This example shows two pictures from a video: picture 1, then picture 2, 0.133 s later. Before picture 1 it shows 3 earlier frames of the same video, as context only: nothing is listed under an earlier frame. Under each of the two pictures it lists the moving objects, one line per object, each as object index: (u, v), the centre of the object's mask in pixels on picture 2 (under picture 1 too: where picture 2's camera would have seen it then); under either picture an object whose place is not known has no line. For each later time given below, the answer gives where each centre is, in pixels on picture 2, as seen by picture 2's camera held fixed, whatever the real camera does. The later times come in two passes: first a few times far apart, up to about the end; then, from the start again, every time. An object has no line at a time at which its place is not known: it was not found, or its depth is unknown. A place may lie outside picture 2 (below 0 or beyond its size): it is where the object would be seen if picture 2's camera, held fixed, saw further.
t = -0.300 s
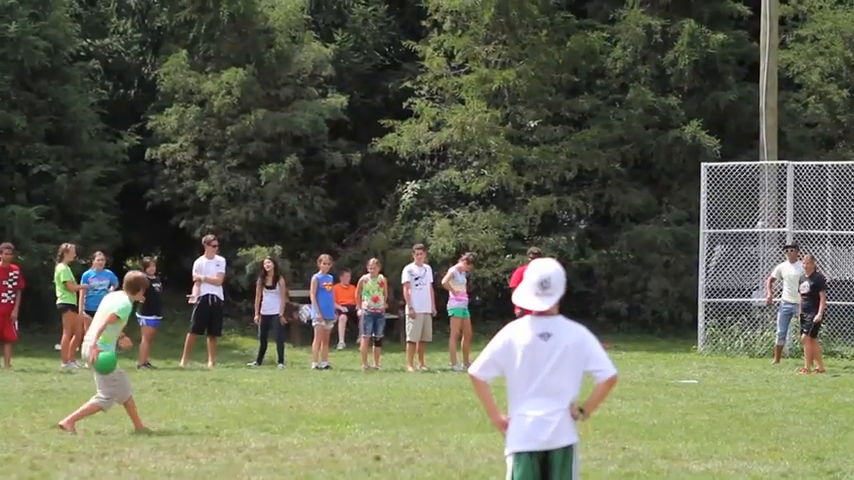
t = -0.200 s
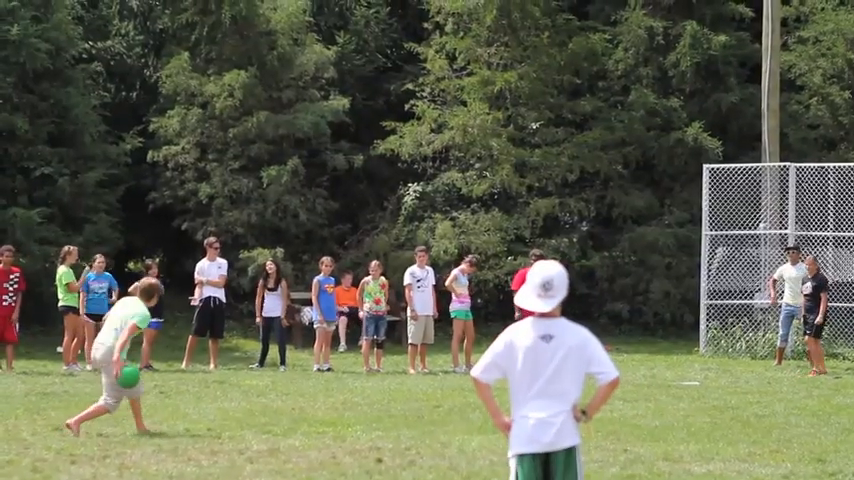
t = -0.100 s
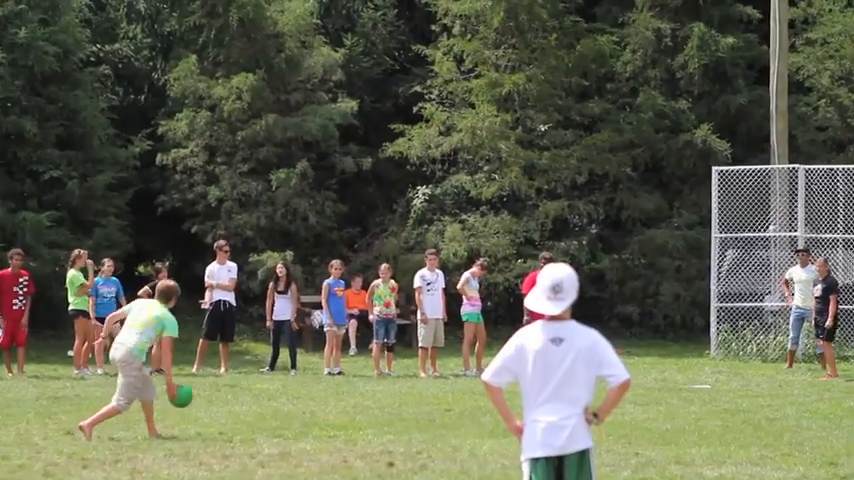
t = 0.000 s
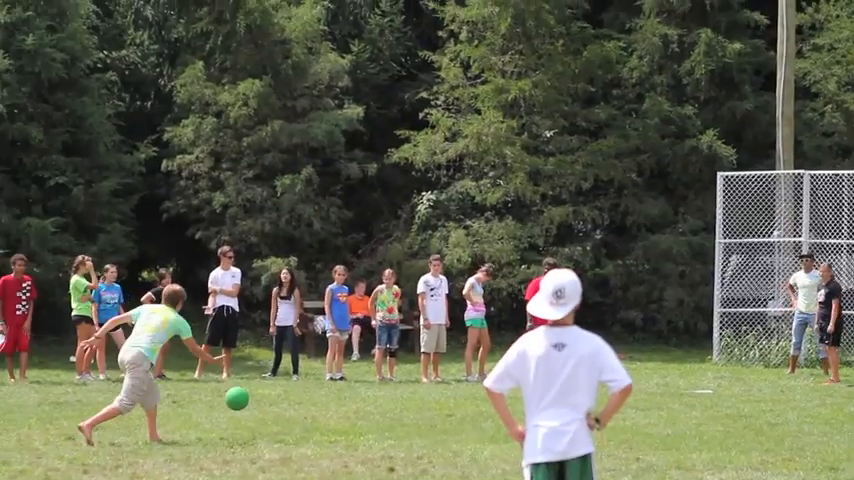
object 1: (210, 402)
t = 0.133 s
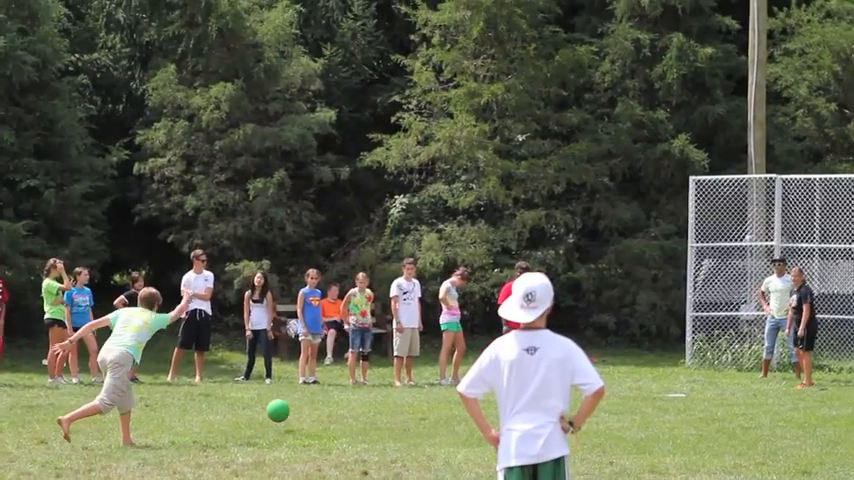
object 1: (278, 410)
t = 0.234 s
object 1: (323, 421)
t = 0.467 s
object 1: (387, 411)
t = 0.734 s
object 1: (451, 389)
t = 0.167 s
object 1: (293, 415)
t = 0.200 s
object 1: (309, 420)
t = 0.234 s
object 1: (323, 421)
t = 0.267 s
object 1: (333, 417)
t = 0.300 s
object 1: (342, 414)
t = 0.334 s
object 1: (352, 411)
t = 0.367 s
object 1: (361, 409)
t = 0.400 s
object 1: (370, 408)
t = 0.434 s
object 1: (378, 409)
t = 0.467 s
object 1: (387, 411)
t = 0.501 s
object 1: (396, 412)
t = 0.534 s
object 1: (405, 414)
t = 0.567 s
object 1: (412, 410)
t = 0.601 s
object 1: (420, 403)
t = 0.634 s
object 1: (428, 398)
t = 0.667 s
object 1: (435, 395)
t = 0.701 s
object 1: (443, 392)
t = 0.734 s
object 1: (451, 389)
